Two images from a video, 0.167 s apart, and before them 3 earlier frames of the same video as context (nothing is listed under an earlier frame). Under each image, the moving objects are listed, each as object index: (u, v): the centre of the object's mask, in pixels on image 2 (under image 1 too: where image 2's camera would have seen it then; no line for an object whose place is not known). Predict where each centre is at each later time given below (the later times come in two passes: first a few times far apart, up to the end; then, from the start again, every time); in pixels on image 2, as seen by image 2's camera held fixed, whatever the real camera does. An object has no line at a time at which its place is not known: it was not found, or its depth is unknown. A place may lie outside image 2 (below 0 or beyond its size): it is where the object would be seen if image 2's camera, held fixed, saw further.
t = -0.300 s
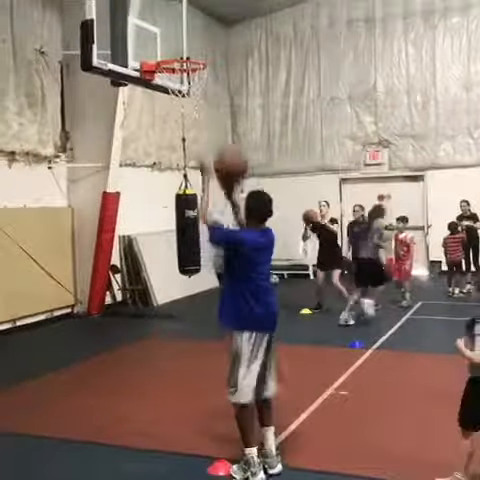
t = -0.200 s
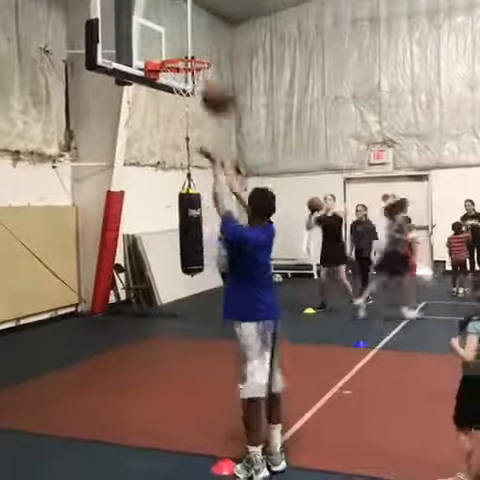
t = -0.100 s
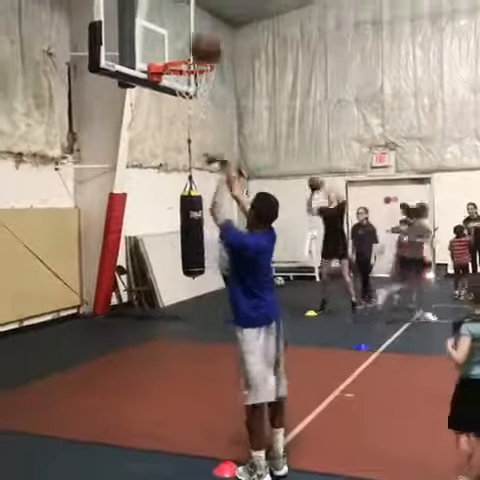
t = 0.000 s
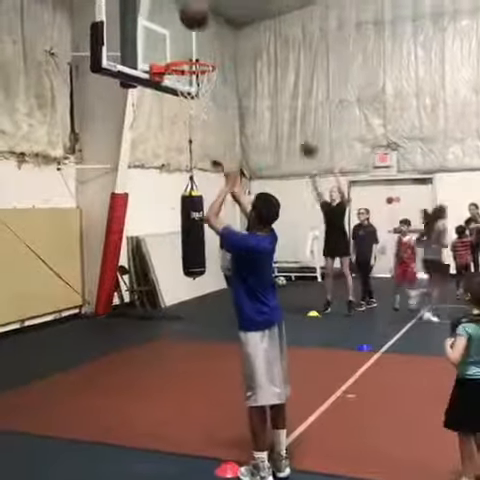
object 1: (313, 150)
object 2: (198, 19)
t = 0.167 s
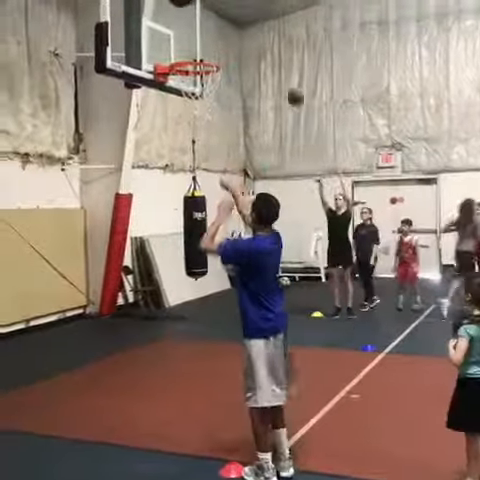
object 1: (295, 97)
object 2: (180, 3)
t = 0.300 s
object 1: (279, 66)
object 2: (168, 5)
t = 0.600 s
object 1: (238, 41)
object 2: (195, 60)
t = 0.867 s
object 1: (207, 45)
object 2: (218, 107)
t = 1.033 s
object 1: (200, 44)
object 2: (220, 147)
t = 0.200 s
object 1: (291, 89)
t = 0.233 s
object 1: (286, 81)
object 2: (174, 2)
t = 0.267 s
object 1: (283, 73)
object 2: (171, 4)
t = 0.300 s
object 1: (279, 66)
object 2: (168, 5)
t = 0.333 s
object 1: (275, 60)
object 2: (165, 7)
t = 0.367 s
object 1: (270, 54)
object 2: (163, 10)
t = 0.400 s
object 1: (266, 50)
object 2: (160, 15)
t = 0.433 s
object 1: (261, 46)
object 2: (159, 23)
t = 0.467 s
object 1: (257, 43)
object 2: (164, 28)
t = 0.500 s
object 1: (253, 41)
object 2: (172, 35)
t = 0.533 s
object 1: (247, 40)
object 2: (179, 42)
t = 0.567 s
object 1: (242, 40)
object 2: (187, 50)
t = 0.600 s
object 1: (238, 41)
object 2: (195, 60)
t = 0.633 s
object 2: (204, 74)
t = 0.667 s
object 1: (227, 45)
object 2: (210, 84)
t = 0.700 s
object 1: (222, 48)
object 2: (215, 88)
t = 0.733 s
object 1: (216, 54)
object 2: (217, 93)
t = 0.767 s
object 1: (212, 56)
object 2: (218, 95)
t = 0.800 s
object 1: (209, 54)
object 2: (217, 102)
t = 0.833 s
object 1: (208, 48)
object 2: (218, 103)
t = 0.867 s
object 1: (207, 45)
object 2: (218, 107)
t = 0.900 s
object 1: (205, 43)
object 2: (219, 112)
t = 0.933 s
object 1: (204, 41)
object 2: (219, 119)
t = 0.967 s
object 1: (203, 41)
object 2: (219, 128)
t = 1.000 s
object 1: (201, 42)
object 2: (219, 137)
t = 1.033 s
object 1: (200, 44)
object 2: (220, 147)
